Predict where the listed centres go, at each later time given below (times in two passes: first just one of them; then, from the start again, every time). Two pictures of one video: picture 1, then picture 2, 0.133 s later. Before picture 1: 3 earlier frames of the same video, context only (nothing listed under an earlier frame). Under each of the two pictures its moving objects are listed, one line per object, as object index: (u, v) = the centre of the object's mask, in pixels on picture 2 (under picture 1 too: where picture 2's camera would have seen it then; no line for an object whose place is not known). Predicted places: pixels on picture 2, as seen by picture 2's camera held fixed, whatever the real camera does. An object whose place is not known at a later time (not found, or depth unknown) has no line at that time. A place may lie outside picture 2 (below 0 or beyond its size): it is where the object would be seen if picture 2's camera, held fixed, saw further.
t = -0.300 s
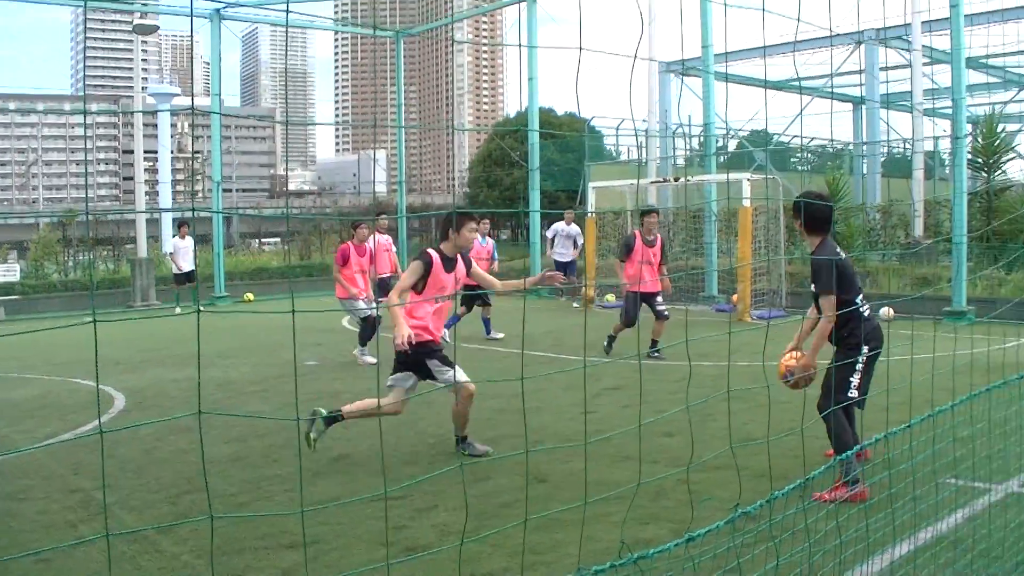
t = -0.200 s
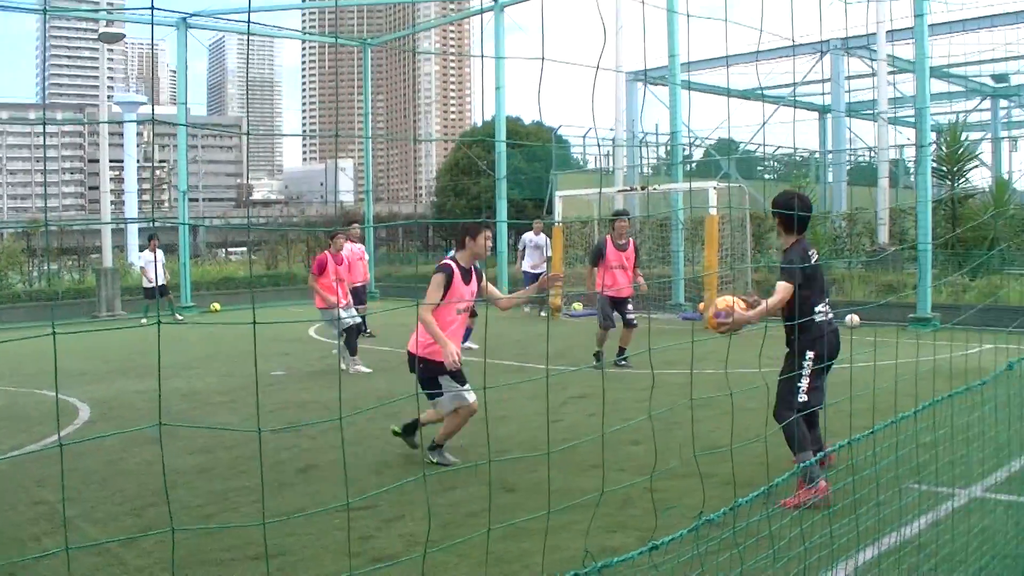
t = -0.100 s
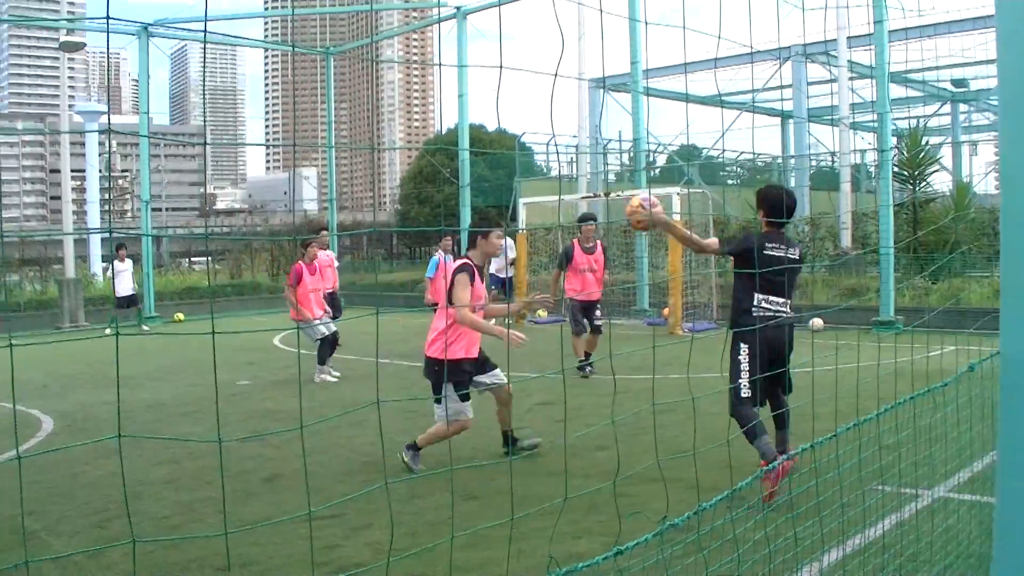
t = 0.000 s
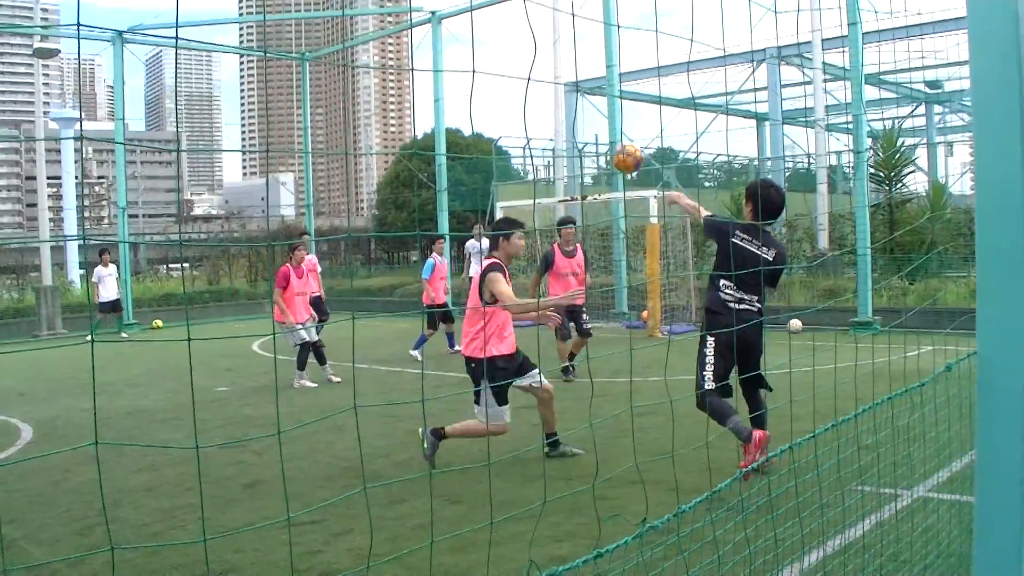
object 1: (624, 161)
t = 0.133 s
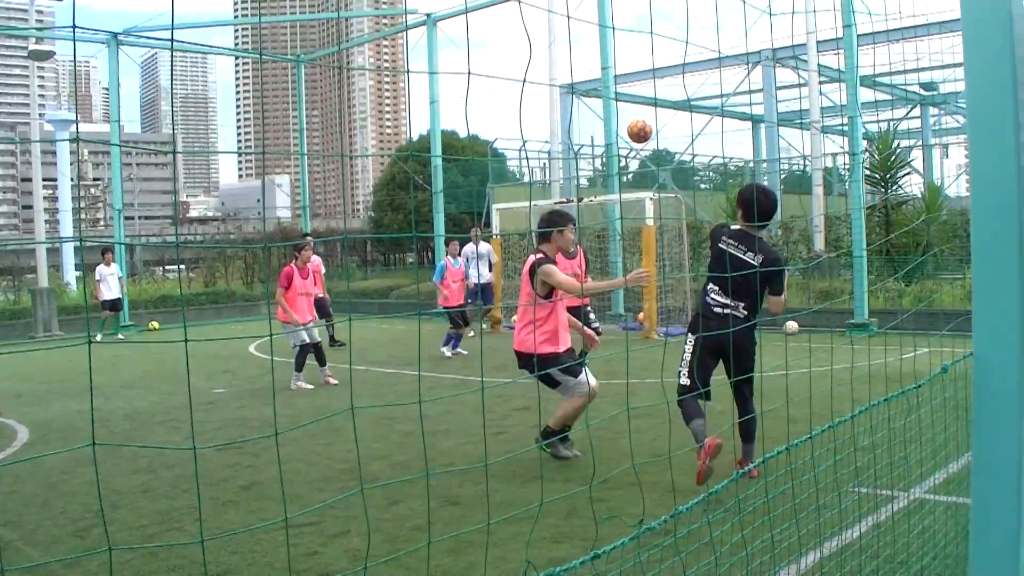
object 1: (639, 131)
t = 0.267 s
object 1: (653, 127)
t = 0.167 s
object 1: (643, 128)
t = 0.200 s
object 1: (648, 127)
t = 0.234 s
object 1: (650, 127)
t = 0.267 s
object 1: (653, 127)
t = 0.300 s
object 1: (657, 130)
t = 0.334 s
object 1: (660, 133)
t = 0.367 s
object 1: (663, 137)
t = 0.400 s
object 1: (666, 141)
